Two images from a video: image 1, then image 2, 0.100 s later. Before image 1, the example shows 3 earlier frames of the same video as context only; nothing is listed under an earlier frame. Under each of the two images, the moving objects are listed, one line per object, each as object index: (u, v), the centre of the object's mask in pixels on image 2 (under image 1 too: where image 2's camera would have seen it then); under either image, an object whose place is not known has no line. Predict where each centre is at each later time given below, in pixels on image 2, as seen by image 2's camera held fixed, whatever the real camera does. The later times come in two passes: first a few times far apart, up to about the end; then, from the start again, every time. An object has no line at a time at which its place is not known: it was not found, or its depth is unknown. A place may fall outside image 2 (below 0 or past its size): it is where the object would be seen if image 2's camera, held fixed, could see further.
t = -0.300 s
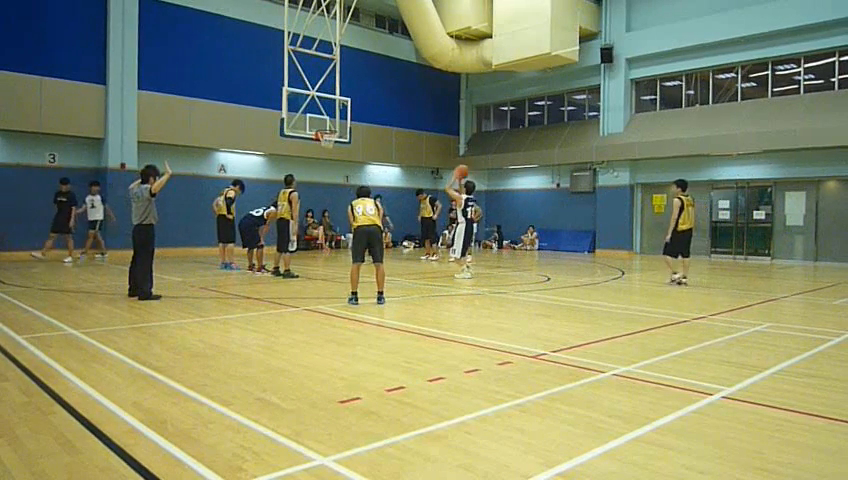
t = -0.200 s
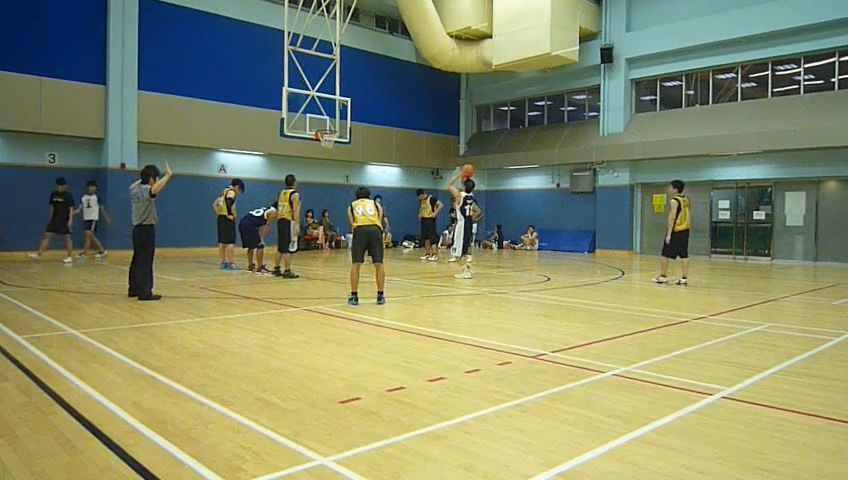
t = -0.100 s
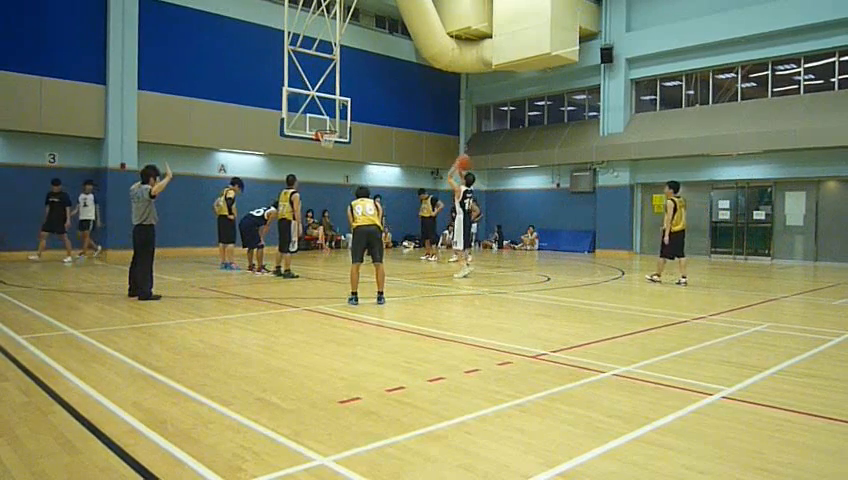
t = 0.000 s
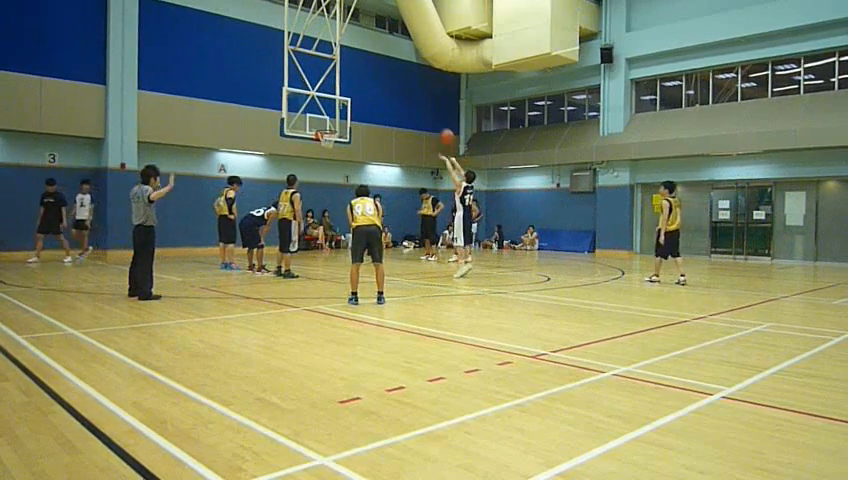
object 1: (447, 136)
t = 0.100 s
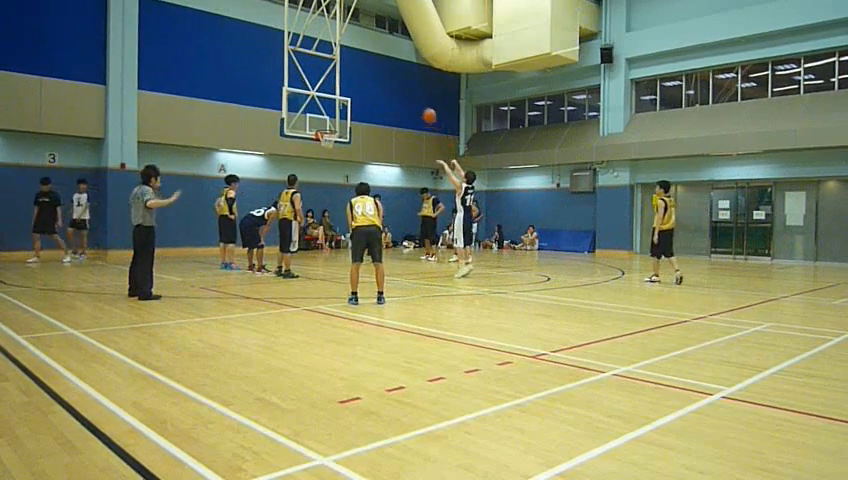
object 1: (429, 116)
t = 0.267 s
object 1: (402, 93)
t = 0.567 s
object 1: (359, 89)
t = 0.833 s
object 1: (326, 118)
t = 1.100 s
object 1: (335, 114)
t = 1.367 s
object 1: (358, 122)
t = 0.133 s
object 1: (423, 110)
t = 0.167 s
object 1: (418, 104)
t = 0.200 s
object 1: (412, 100)
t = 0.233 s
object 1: (407, 96)
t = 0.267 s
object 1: (402, 93)
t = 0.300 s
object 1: (396, 90)
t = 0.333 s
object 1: (391, 88)
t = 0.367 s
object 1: (386, 87)
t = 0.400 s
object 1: (382, 86)
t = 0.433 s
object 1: (377, 86)
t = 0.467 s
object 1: (372, 86)
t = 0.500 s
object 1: (368, 87)
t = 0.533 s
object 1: (363, 88)
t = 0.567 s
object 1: (359, 89)
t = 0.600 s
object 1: (355, 91)
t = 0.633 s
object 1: (351, 94)
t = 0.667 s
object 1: (347, 96)
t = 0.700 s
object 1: (342, 101)
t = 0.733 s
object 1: (338, 104)
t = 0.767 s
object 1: (334, 108)
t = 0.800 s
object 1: (331, 112)
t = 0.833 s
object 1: (326, 118)
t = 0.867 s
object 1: (322, 123)
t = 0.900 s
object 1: (322, 124)
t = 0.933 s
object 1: (323, 123)
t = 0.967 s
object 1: (325, 121)
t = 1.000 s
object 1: (328, 118)
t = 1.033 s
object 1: (331, 116)
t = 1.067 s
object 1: (333, 115)
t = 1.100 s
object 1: (335, 114)
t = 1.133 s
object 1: (339, 113)
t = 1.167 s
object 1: (341, 113)
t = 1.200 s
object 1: (344, 114)
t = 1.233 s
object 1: (347, 114)
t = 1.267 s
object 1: (350, 115)
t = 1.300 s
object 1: (352, 117)
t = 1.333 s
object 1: (355, 120)
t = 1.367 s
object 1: (358, 122)
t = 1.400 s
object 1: (360, 126)
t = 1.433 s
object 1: (363, 130)
